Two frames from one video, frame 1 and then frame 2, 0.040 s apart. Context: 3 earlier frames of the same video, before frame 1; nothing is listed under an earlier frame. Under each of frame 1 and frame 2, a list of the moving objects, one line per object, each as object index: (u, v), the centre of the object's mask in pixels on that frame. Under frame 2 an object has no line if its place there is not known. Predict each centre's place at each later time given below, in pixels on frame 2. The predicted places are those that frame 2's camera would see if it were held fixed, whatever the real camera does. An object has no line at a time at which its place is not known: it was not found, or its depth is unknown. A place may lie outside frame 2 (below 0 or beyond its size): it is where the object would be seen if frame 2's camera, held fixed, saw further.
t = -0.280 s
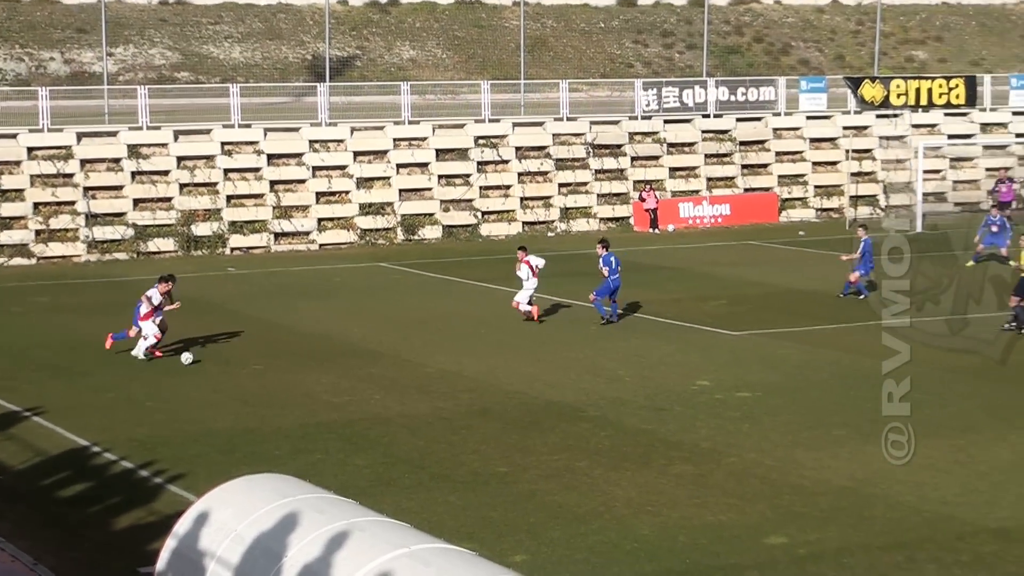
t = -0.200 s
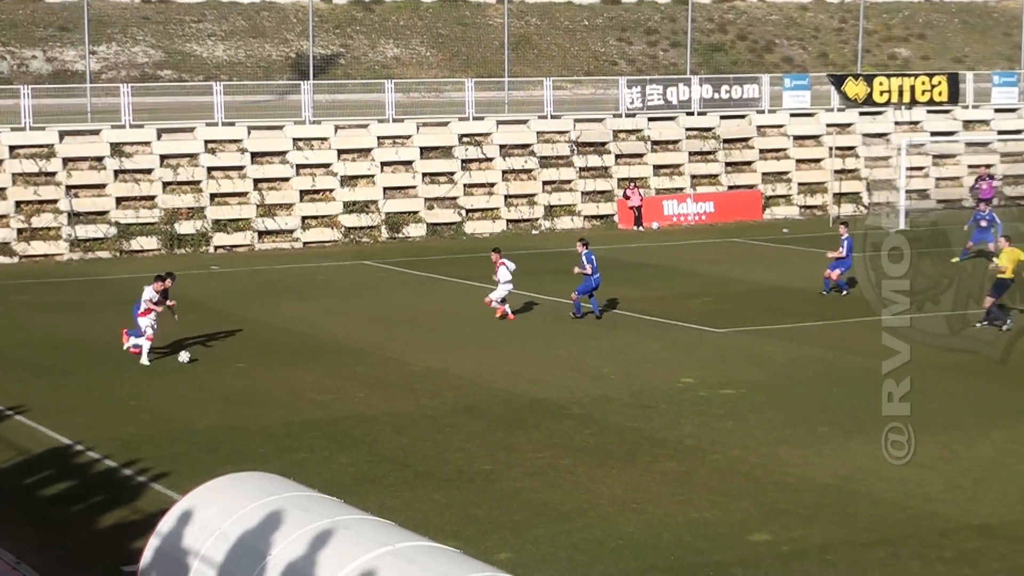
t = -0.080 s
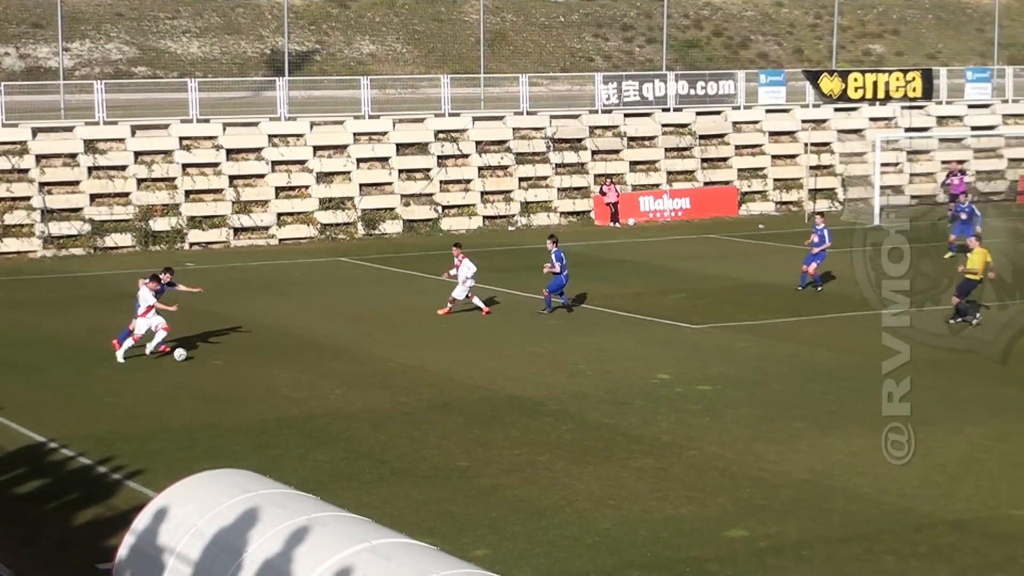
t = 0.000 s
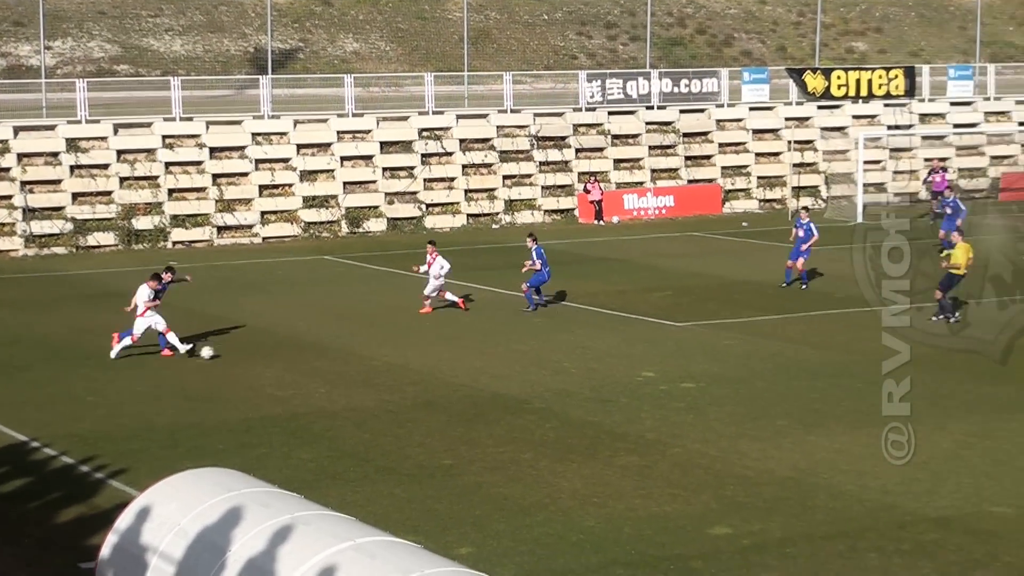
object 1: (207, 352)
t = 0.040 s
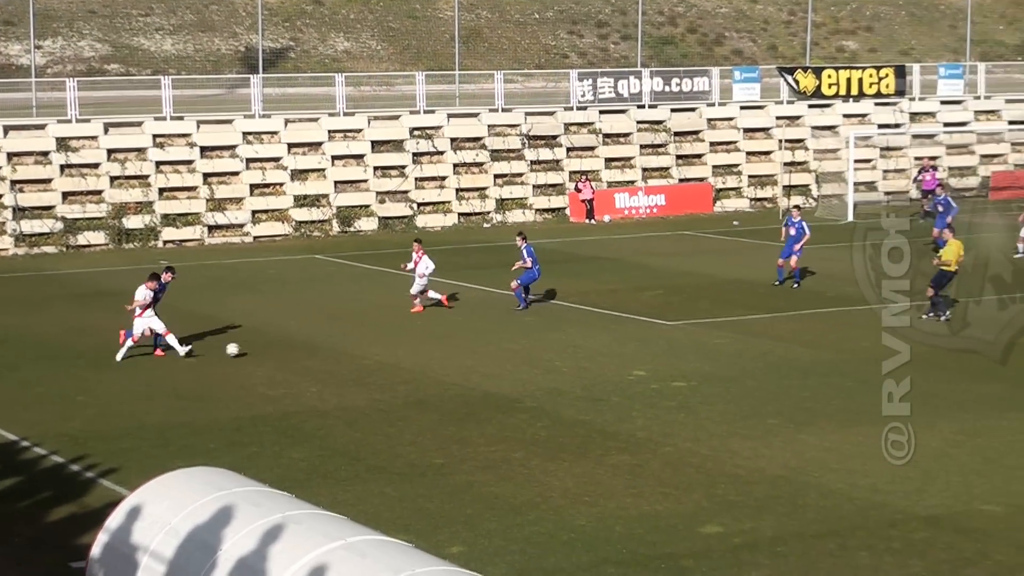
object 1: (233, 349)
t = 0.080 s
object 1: (267, 348)
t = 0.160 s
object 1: (333, 348)
